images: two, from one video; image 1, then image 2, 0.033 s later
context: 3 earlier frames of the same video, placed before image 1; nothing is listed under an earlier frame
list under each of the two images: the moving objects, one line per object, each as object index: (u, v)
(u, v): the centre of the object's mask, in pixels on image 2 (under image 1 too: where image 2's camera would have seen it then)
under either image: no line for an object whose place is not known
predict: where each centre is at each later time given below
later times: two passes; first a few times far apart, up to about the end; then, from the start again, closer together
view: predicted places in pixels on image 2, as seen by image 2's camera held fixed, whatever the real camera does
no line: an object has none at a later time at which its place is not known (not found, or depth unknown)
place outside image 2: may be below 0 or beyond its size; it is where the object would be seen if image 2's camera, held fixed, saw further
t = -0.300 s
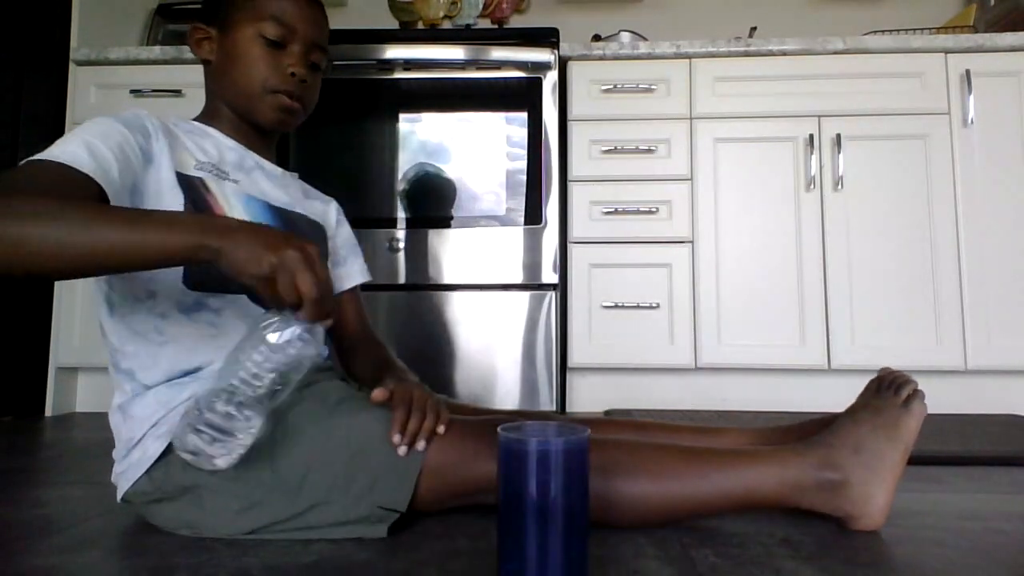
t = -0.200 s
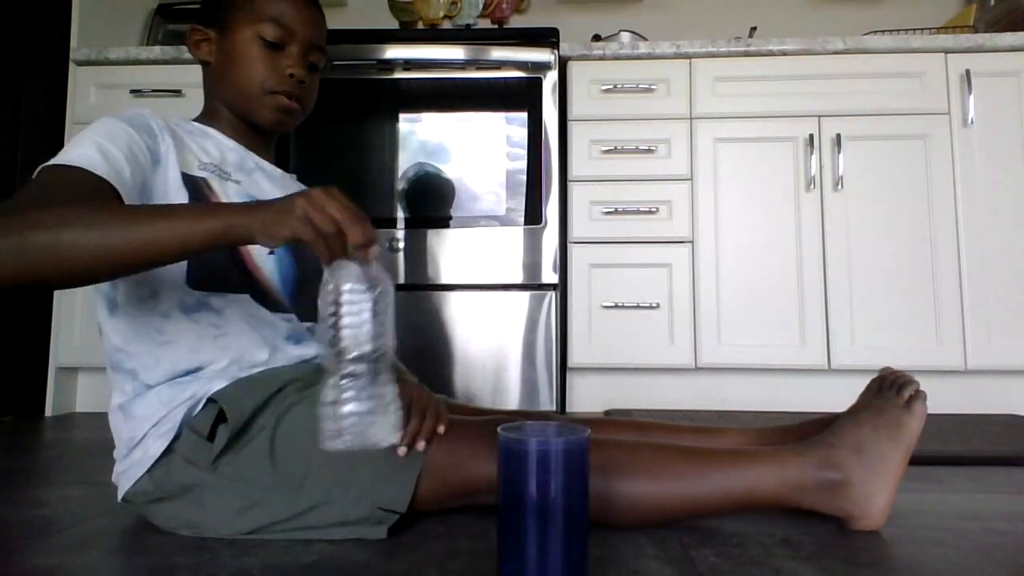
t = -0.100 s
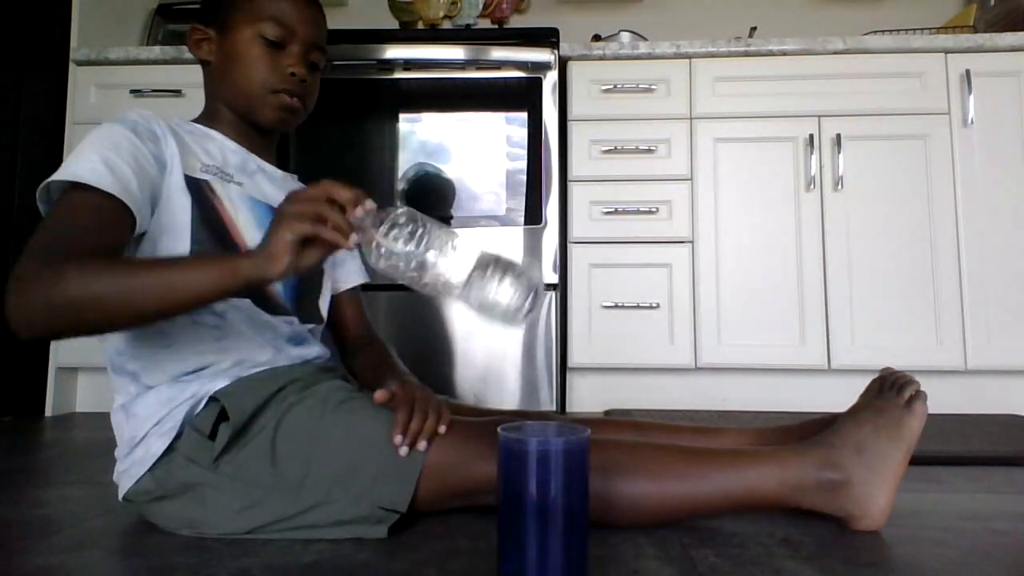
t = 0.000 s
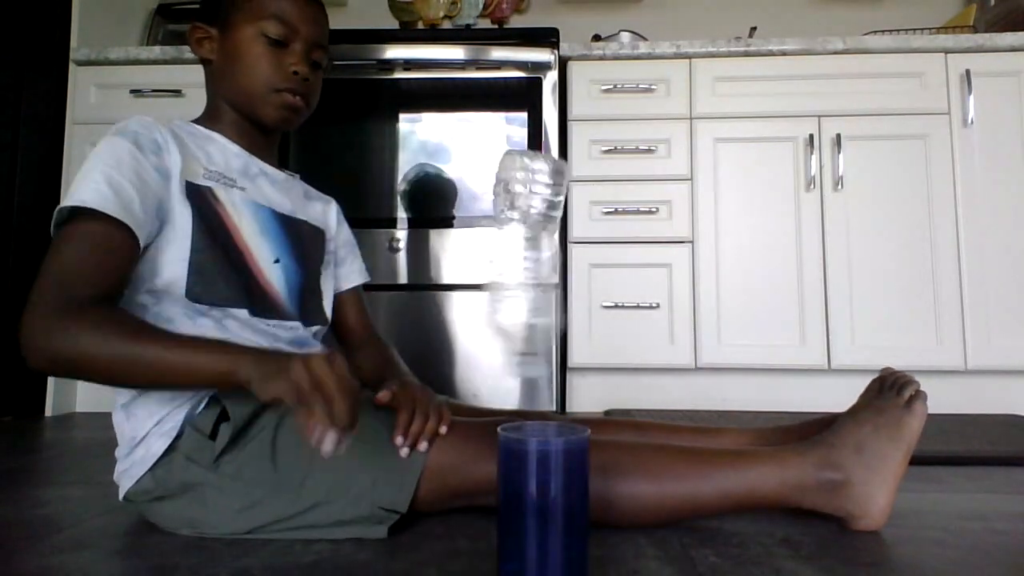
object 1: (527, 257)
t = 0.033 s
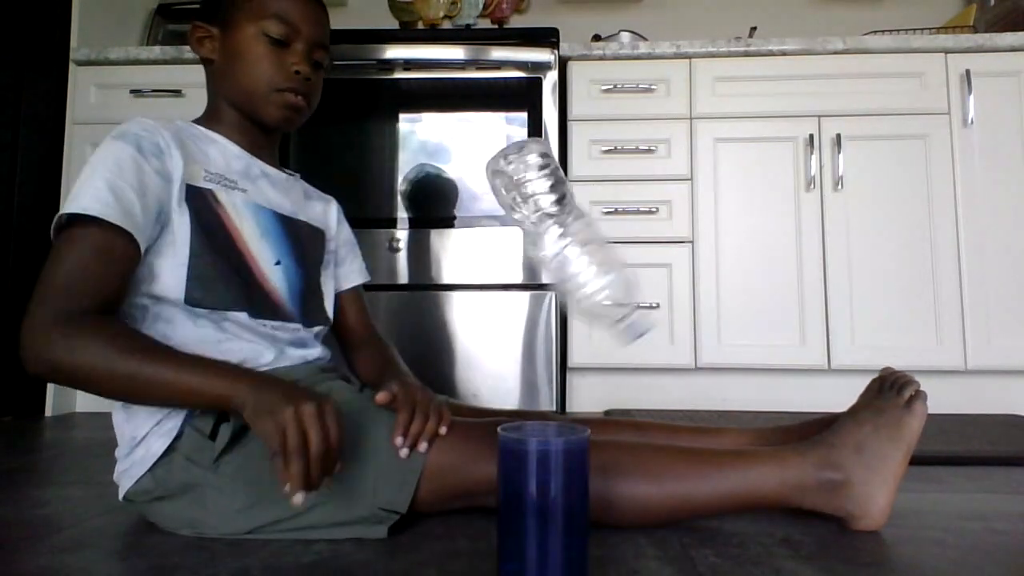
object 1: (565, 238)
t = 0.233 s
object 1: (561, 320)
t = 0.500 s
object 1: (520, 346)
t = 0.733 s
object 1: (479, 371)
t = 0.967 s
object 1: (459, 394)
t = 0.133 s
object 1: (587, 213)
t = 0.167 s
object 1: (576, 250)
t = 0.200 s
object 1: (567, 315)
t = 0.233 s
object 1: (561, 320)
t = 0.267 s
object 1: (551, 329)
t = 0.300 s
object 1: (546, 339)
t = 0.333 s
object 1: (540, 342)
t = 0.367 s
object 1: (535, 343)
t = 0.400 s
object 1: (531, 343)
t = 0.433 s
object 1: (527, 345)
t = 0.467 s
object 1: (524, 346)
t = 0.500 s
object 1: (520, 346)
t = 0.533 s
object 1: (516, 347)
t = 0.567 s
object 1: (511, 348)
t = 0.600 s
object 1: (505, 350)
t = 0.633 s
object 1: (498, 353)
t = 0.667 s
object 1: (491, 357)
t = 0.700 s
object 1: (483, 363)
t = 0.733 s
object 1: (479, 371)
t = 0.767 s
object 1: (470, 374)
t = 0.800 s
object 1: (468, 377)
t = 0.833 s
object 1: (469, 379)
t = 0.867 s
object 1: (469, 380)
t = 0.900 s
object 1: (467, 383)
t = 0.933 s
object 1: (464, 387)
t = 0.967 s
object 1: (459, 394)
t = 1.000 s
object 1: (451, 404)
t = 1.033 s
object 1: (438, 418)
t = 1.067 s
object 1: (420, 442)
